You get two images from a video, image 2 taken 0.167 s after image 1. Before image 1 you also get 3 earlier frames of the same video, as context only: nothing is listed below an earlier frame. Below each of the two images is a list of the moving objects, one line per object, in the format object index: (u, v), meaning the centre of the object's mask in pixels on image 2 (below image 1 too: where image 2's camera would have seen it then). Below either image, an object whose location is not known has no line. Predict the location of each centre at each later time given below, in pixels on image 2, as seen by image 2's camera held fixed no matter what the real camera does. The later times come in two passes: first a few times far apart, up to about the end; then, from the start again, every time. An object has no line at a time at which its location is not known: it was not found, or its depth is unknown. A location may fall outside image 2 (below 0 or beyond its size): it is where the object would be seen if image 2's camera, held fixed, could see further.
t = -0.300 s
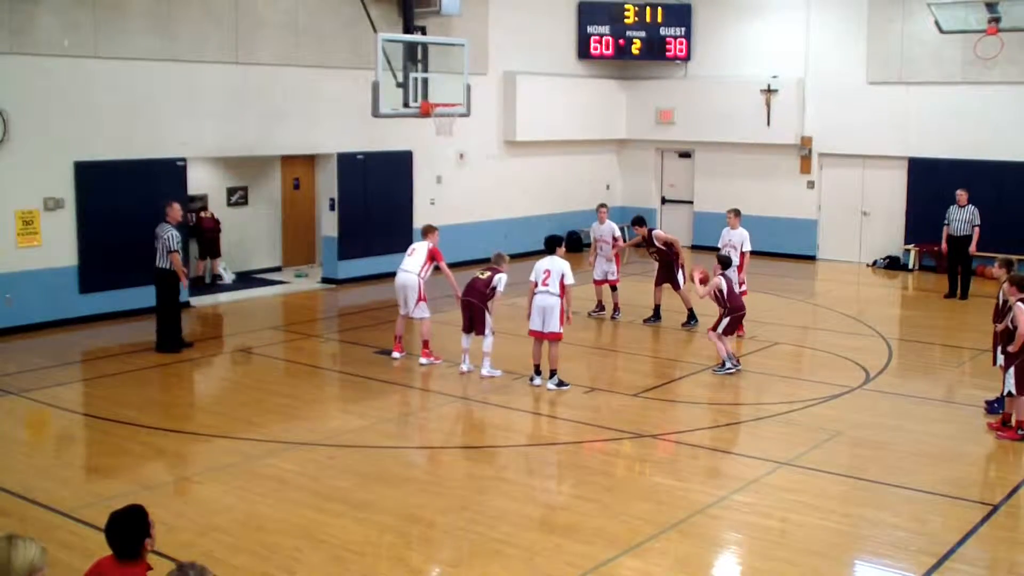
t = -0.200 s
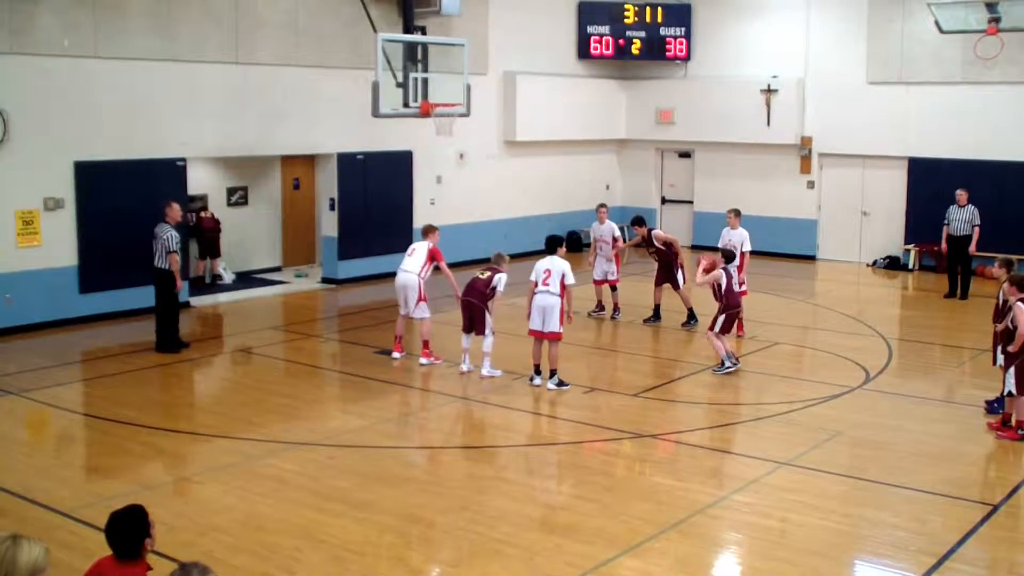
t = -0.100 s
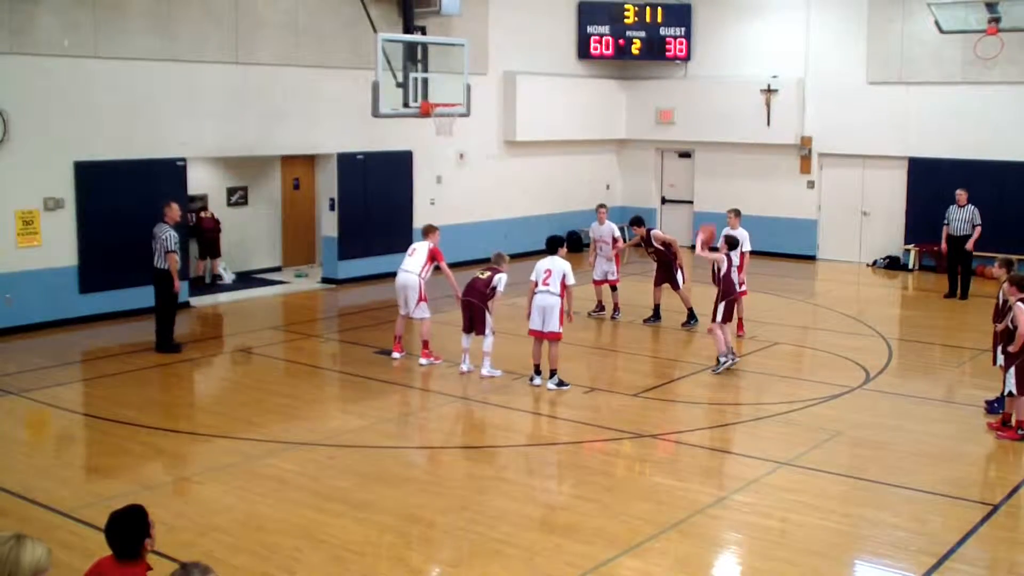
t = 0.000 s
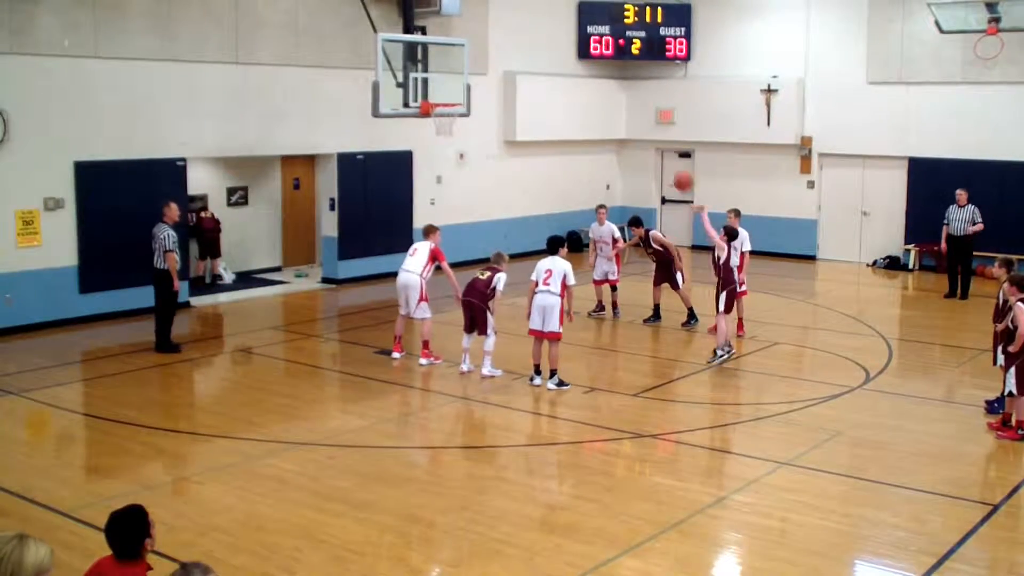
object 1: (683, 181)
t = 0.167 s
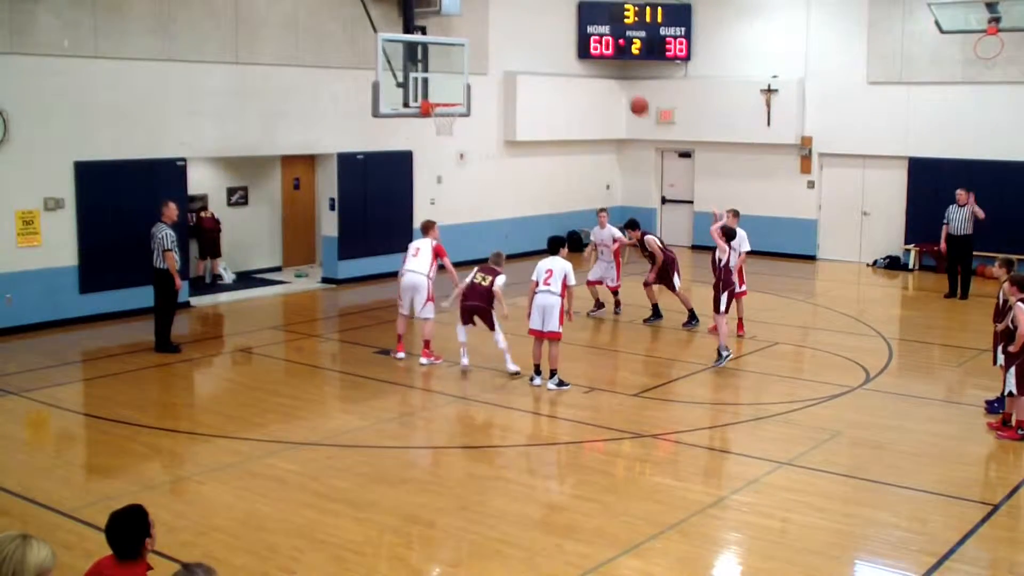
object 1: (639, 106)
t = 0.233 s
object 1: (622, 83)
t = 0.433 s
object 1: (572, 38)
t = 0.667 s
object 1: (518, 28)
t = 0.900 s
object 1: (468, 60)
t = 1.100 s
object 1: (446, 108)
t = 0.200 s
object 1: (631, 94)
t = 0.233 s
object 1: (622, 83)
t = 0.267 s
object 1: (614, 72)
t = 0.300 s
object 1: (605, 64)
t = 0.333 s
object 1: (597, 57)
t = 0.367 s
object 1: (589, 49)
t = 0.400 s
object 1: (580, 43)
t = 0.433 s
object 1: (572, 38)
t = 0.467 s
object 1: (564, 34)
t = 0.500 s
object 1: (556, 31)
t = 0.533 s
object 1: (548, 29)
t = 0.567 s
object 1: (540, 27)
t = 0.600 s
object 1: (533, 26)
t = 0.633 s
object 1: (525, 27)
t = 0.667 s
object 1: (518, 28)
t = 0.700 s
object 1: (510, 30)
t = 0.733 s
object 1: (503, 34)
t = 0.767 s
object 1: (496, 37)
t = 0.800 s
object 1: (488, 42)
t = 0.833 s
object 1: (482, 47)
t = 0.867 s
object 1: (475, 53)
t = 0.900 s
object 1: (468, 60)
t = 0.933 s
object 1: (461, 67)
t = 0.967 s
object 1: (454, 76)
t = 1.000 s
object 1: (448, 85)
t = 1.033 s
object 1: (441, 94)
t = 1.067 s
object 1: (438, 102)
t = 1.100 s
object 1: (446, 108)
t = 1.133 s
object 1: (451, 113)
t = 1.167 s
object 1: (457, 116)
